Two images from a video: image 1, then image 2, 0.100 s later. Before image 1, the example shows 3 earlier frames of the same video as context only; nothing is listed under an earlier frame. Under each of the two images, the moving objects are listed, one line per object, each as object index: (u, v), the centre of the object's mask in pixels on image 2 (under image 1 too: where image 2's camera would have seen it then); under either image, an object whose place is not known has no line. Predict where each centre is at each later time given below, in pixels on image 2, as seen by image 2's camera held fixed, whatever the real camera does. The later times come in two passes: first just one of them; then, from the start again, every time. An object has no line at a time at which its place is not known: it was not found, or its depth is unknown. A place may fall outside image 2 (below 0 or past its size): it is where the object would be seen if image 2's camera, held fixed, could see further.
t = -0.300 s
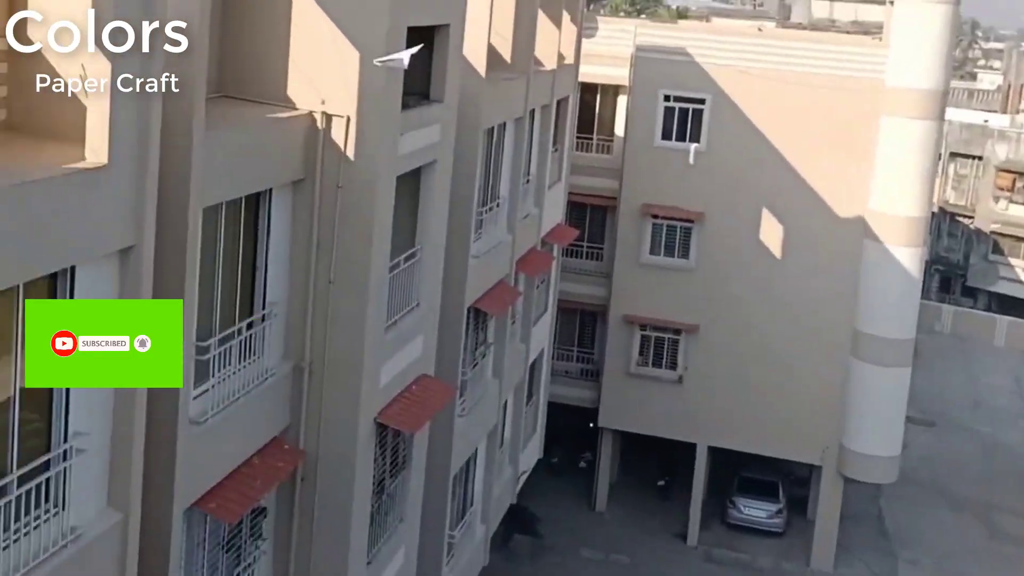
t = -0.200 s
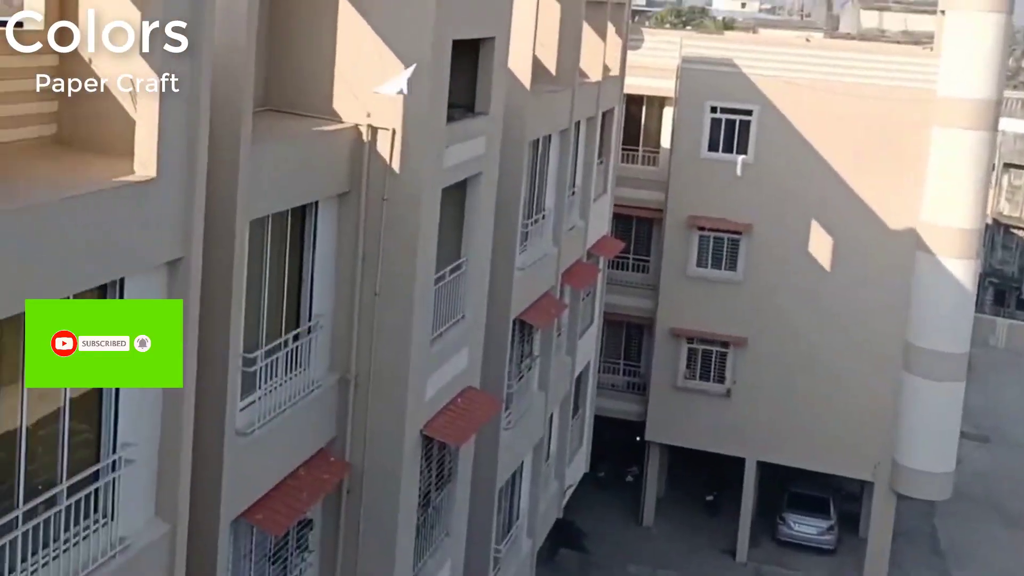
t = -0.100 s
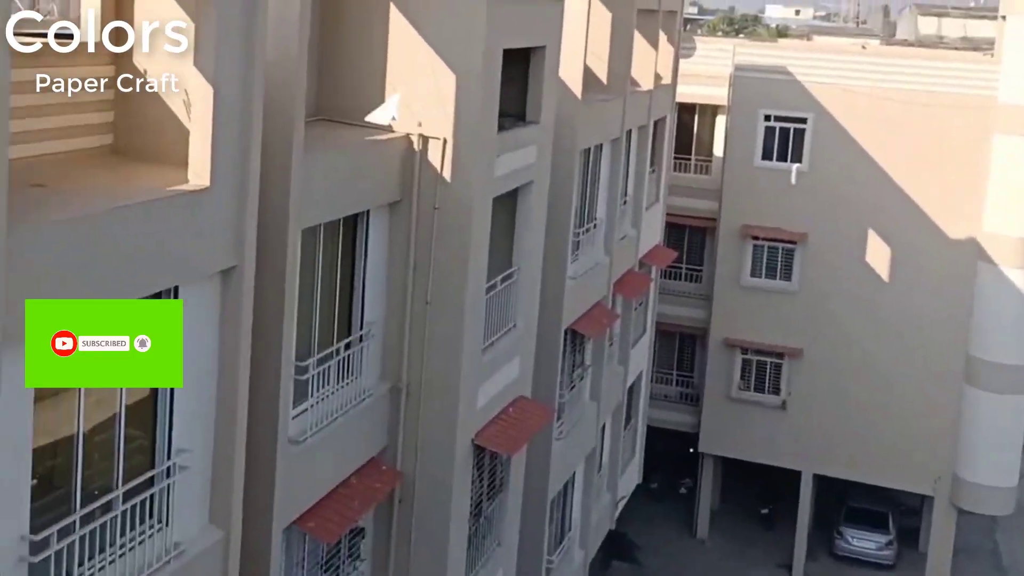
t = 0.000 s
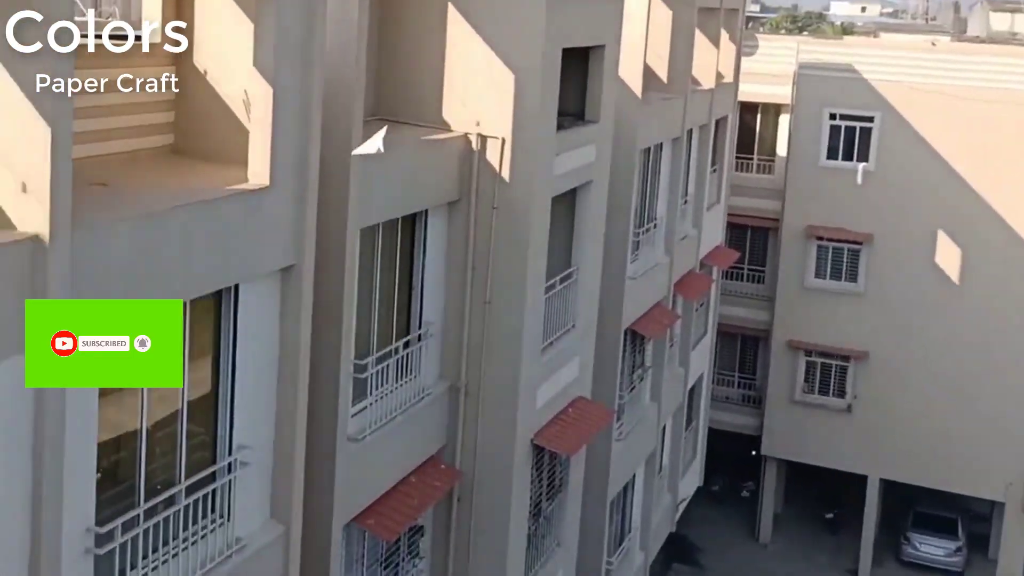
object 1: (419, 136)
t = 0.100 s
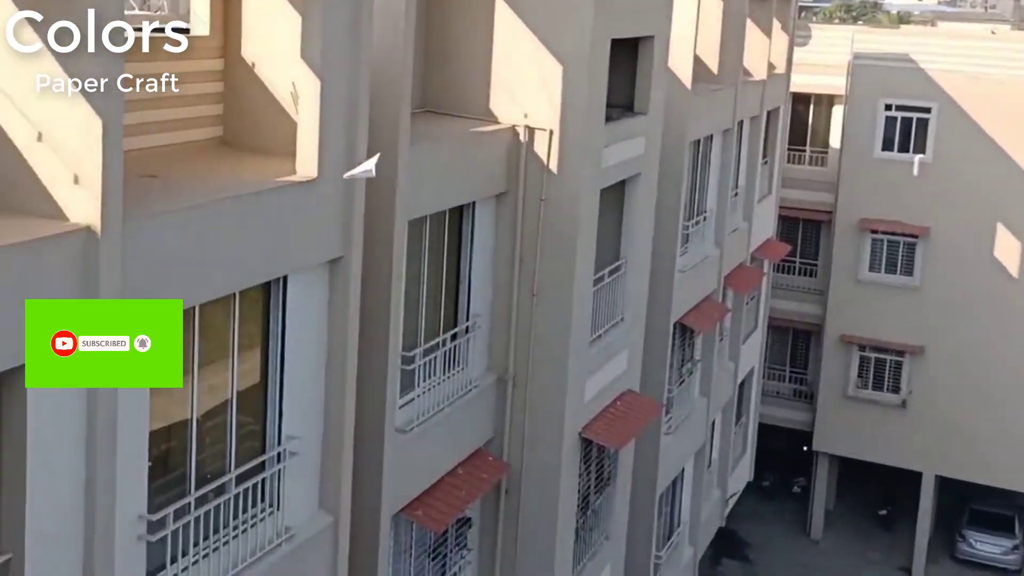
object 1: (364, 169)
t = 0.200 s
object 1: (307, 197)
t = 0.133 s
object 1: (335, 184)
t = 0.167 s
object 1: (316, 192)
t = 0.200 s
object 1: (307, 197)
